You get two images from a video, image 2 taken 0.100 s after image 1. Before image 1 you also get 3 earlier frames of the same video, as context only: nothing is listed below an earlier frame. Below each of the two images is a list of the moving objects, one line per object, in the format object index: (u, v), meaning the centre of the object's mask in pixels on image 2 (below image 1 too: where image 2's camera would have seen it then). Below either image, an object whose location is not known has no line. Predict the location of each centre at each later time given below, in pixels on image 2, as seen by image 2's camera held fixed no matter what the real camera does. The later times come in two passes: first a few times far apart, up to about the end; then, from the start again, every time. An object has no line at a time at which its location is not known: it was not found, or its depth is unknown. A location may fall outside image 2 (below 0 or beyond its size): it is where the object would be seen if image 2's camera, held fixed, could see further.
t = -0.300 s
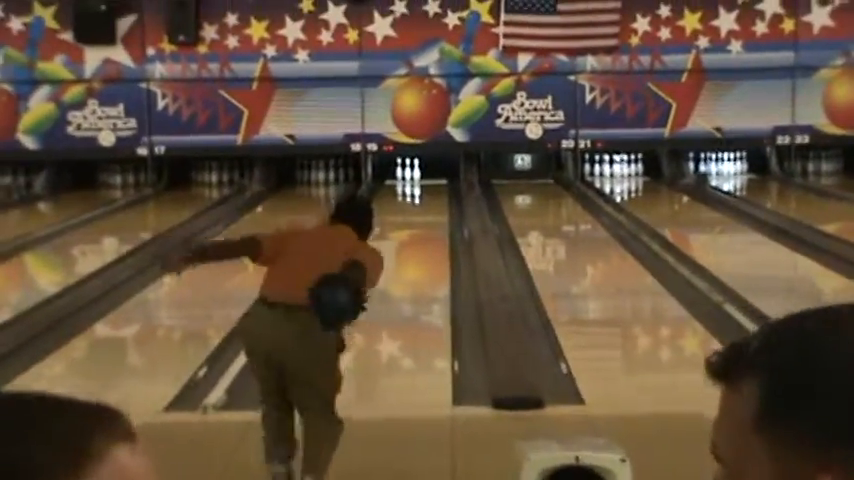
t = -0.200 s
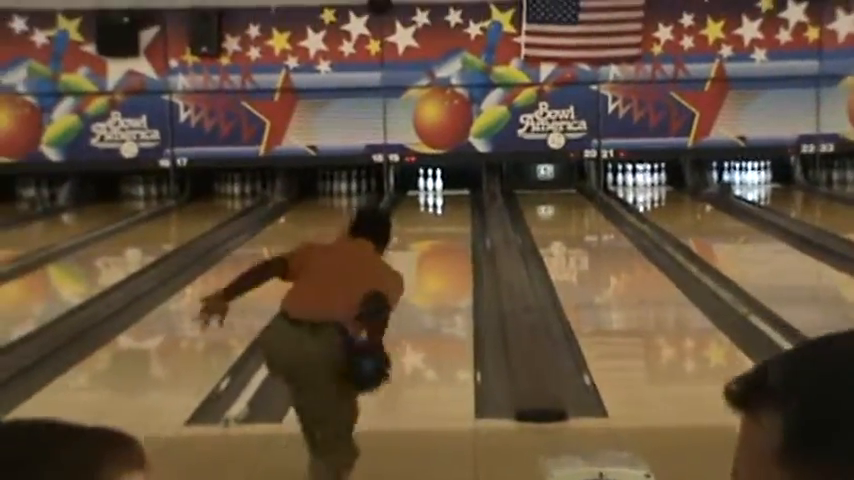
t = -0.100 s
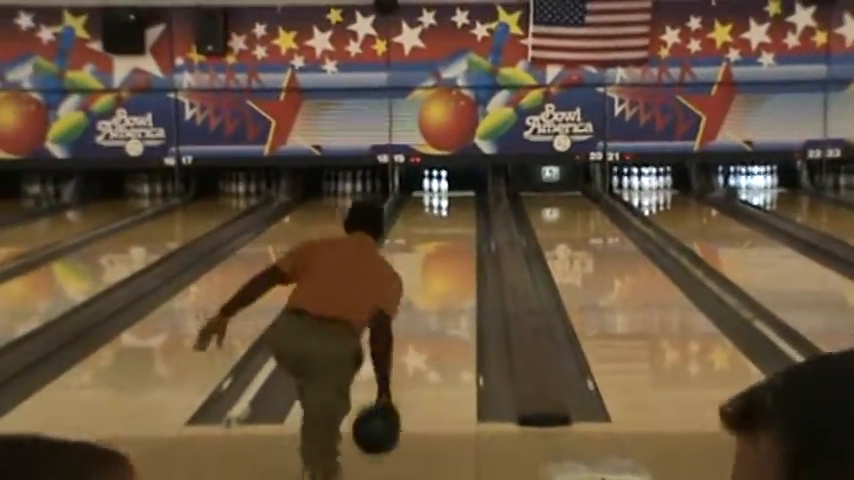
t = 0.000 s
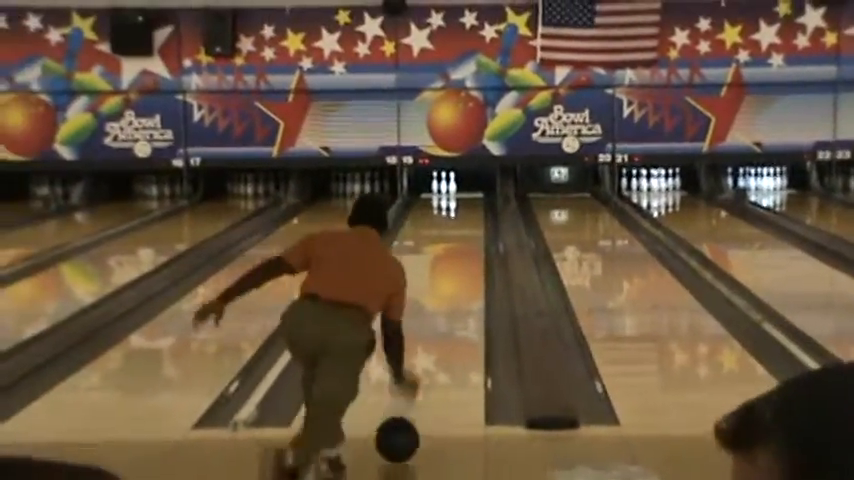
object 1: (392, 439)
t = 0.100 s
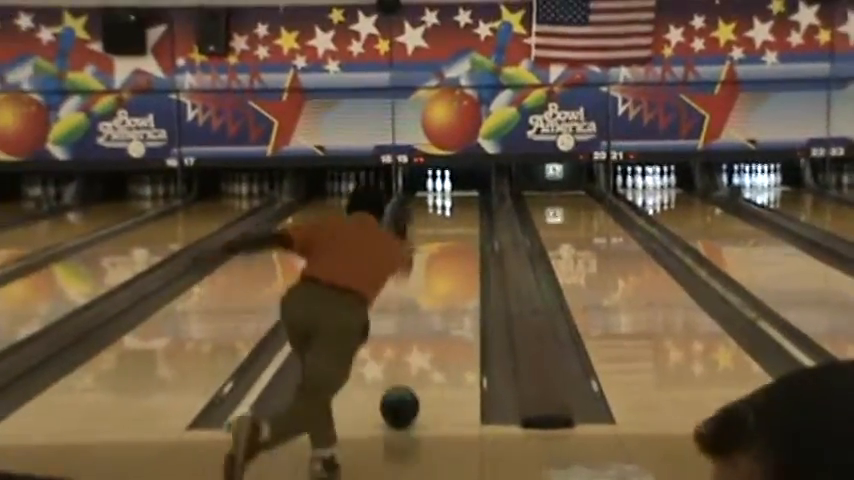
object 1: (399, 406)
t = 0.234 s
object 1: (406, 370)
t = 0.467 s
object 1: (416, 323)
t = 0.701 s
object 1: (418, 291)
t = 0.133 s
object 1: (401, 397)
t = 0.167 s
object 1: (403, 387)
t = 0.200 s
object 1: (405, 379)
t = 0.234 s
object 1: (406, 370)
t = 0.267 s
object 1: (408, 362)
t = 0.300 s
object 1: (410, 354)
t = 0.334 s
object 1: (411, 348)
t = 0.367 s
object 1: (412, 341)
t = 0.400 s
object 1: (413, 335)
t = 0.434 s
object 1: (415, 328)
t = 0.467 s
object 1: (416, 323)
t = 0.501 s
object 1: (417, 317)
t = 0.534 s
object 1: (418, 312)
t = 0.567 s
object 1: (419, 307)
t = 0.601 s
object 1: (420, 303)
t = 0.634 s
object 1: (420, 298)
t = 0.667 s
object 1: (419, 294)
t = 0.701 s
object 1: (418, 291)
